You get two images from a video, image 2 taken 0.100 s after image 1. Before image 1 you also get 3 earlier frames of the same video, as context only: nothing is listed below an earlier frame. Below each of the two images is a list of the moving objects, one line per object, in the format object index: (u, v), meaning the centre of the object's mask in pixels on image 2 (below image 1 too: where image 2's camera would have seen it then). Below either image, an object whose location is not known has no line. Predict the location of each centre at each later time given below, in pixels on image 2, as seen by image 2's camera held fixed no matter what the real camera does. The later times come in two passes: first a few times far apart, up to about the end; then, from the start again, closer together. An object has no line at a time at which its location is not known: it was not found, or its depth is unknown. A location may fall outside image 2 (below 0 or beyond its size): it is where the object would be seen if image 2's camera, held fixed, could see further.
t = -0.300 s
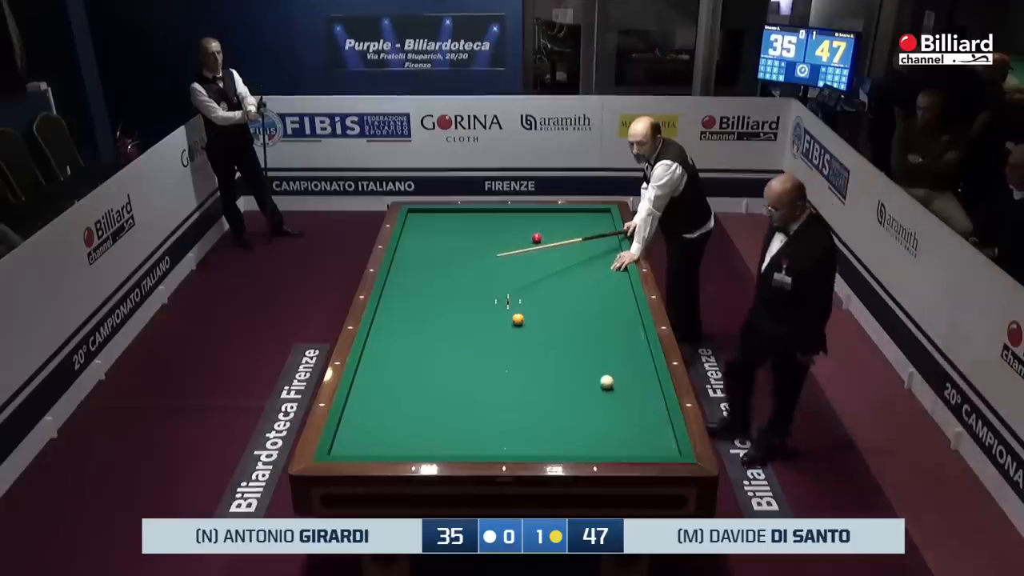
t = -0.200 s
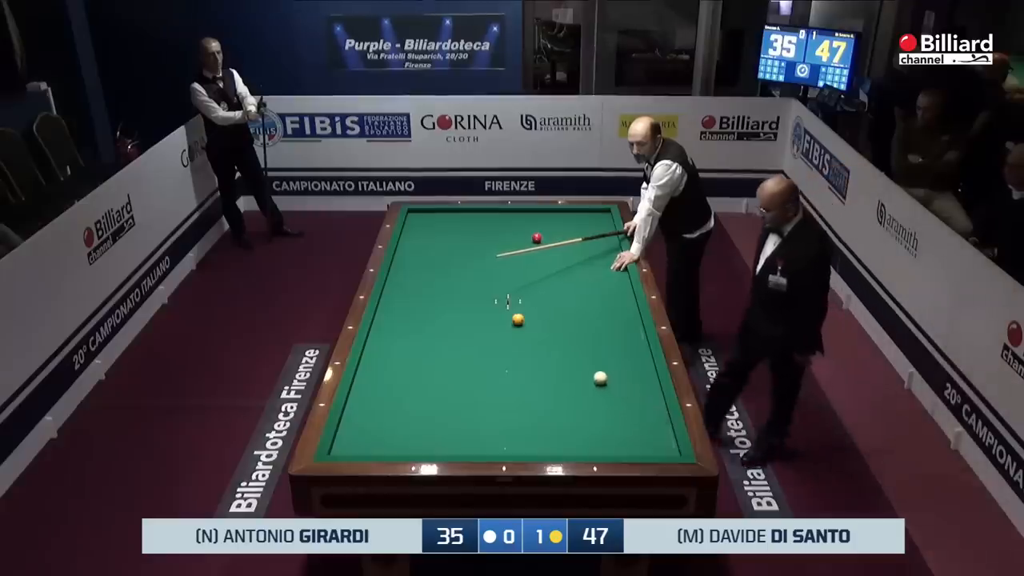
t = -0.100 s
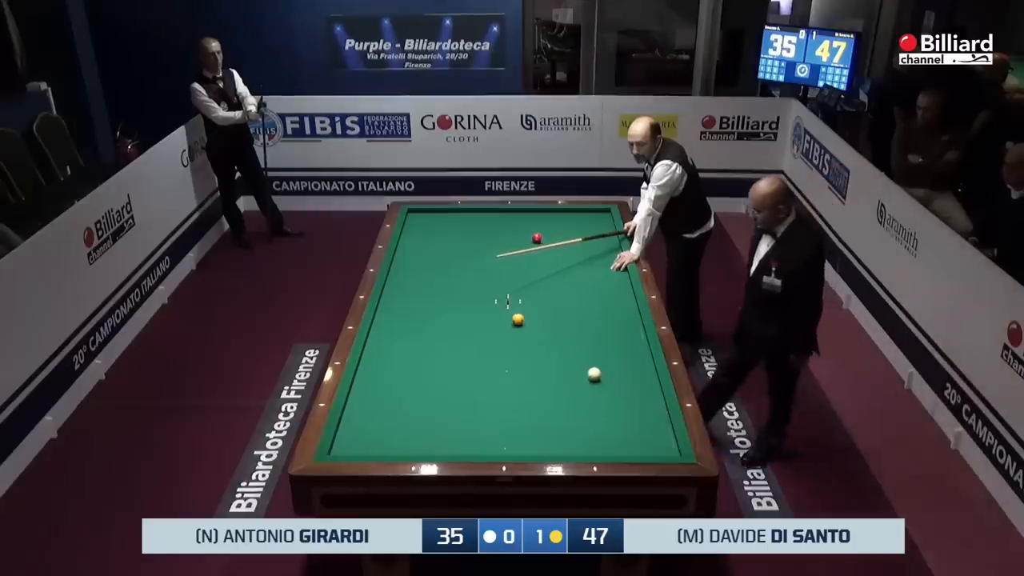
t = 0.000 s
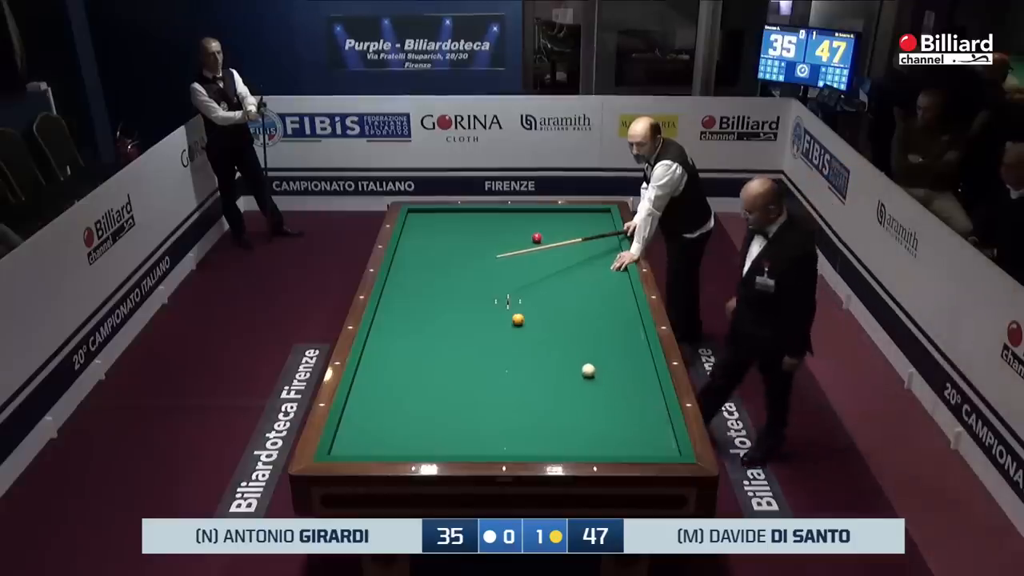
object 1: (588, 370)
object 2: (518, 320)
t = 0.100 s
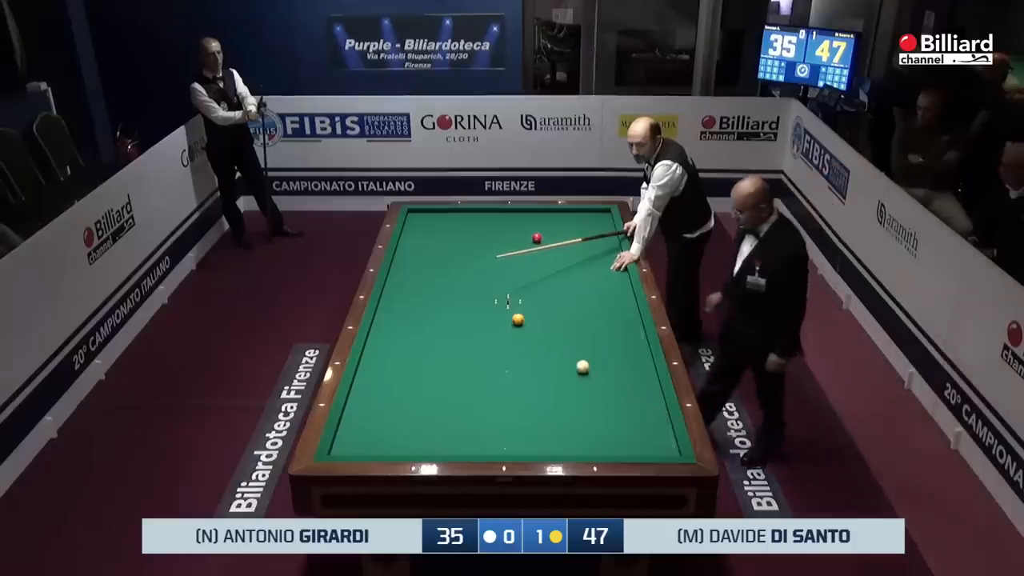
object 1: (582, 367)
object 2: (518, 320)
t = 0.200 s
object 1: (577, 363)
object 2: (518, 320)
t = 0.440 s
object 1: (564, 355)
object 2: (518, 320)
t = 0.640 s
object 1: (554, 349)
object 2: (518, 320)
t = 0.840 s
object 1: (544, 343)
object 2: (518, 320)
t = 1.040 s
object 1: (535, 337)
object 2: (518, 320)
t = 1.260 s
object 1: (525, 331)
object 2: (518, 319)
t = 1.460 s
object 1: (517, 326)
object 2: (518, 317)
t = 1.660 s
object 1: (508, 324)
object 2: (519, 317)
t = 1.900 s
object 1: (499, 322)
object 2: (518, 314)
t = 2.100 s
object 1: (492, 321)
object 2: (519, 312)
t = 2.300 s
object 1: (485, 320)
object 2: (519, 310)
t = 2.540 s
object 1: (477, 319)
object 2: (520, 307)
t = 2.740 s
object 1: (471, 318)
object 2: (520, 306)
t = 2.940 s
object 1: (465, 317)
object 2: (521, 304)
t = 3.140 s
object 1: (460, 316)
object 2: (521, 303)
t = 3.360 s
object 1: (454, 315)
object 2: (521, 301)
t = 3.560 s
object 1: (449, 314)
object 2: (522, 300)
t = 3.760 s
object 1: (445, 314)
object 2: (522, 299)
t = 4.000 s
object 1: (440, 313)
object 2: (522, 299)
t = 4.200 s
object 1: (437, 312)
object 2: (523, 298)
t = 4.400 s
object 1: (433, 312)
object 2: (523, 298)
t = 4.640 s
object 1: (430, 311)
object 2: (523, 298)
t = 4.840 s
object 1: (427, 311)
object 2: (523, 297)
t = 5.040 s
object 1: (425, 310)
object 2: (523, 298)
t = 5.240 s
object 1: (423, 310)
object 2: (523, 298)
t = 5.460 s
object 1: (421, 310)
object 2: (523, 298)
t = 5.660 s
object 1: (420, 309)
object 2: (523, 298)
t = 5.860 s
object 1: (419, 309)
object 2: (523, 298)
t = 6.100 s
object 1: (418, 309)
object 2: (523, 298)
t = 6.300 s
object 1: (418, 309)
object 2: (523, 298)
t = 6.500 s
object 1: (418, 309)
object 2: (523, 298)
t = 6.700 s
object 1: (418, 309)
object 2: (523, 298)
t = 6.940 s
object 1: (418, 309)
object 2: (523, 298)
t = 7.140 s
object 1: (418, 309)
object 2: (523, 298)
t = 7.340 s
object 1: (418, 309)
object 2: (523, 298)
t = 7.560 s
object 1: (418, 309)
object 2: (523, 298)
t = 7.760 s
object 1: (418, 309)
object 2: (523, 298)
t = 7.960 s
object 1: (418, 309)
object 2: (523, 298)
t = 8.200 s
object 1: (418, 309)
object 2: (523, 298)
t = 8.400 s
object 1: (418, 309)
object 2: (523, 298)
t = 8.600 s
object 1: (418, 309)
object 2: (523, 298)
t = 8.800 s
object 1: (418, 309)
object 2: (523, 298)
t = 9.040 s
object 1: (418, 309)
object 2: (523, 298)
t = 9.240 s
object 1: (418, 309)
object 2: (523, 298)
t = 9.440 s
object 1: (418, 309)
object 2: (523, 298)
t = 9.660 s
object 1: (418, 309)
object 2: (523, 298)
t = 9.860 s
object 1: (418, 309)
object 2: (523, 298)
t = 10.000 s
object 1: (418, 309)
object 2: (523, 298)
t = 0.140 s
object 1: (580, 365)
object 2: (518, 320)
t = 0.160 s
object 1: (579, 365)
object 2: (518, 320)
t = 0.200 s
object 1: (577, 363)
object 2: (518, 320)
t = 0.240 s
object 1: (575, 362)
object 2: (518, 320)
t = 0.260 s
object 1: (574, 361)
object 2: (518, 320)
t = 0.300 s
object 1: (571, 360)
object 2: (518, 320)
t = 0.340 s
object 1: (569, 359)
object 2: (518, 320)
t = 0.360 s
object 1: (568, 358)
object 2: (518, 320)
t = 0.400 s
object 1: (566, 356)
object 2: (518, 320)
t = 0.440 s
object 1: (564, 355)
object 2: (518, 320)
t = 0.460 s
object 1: (563, 355)
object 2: (518, 320)
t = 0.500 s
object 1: (561, 353)
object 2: (518, 320)
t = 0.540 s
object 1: (559, 352)
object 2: (518, 320)
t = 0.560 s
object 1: (558, 351)
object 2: (518, 320)
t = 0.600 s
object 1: (556, 350)
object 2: (518, 320)
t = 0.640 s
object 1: (554, 349)
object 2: (518, 320)
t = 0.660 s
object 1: (553, 348)
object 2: (518, 320)
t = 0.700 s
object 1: (551, 347)
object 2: (518, 320)
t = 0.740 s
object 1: (549, 346)
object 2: (518, 320)
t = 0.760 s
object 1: (548, 345)
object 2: (518, 320)
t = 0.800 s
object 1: (546, 344)
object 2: (518, 320)
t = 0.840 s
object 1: (544, 343)
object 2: (518, 320)
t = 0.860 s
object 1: (543, 342)
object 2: (518, 320)
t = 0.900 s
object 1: (541, 341)
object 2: (518, 320)
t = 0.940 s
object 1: (539, 340)
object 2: (518, 320)
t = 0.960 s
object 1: (539, 339)
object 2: (518, 320)
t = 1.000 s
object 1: (537, 338)
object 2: (518, 320)
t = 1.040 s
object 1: (535, 337)
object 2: (518, 320)
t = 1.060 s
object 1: (534, 336)
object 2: (518, 320)
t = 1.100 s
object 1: (532, 335)
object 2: (518, 320)
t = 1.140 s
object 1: (530, 334)
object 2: (518, 320)
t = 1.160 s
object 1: (530, 334)
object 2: (518, 320)
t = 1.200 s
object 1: (528, 333)
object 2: (518, 320)
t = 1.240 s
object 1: (526, 331)
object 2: (518, 319)
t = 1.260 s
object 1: (525, 331)
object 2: (518, 319)
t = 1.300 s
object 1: (524, 330)
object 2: (518, 319)
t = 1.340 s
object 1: (522, 329)
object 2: (518, 319)
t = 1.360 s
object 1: (521, 328)
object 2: (517, 318)
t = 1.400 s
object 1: (519, 327)
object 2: (518, 317)
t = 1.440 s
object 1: (518, 326)
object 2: (518, 317)
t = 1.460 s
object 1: (517, 326)
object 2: (518, 317)
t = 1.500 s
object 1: (515, 326)
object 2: (519, 317)
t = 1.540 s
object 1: (514, 325)
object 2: (519, 317)
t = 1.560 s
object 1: (513, 325)
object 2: (519, 317)
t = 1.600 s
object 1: (511, 325)
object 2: (519, 317)
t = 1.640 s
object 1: (509, 324)
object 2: (519, 317)
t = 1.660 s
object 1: (508, 324)
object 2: (519, 317)
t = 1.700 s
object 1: (507, 324)
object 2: (518, 316)
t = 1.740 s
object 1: (505, 324)
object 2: (518, 316)
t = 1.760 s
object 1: (505, 323)
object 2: (518, 315)
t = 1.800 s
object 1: (503, 323)
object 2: (518, 316)
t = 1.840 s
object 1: (502, 323)
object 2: (518, 315)
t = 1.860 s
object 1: (501, 323)
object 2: (518, 315)
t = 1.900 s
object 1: (499, 322)
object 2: (518, 314)
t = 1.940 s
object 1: (498, 322)
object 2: (519, 314)
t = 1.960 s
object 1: (497, 322)
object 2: (519, 313)
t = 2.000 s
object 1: (495, 322)
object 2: (519, 313)
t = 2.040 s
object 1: (494, 322)
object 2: (519, 313)
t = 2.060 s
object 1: (493, 322)
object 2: (519, 312)
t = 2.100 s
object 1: (492, 321)
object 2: (519, 312)
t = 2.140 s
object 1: (491, 321)
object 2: (519, 311)
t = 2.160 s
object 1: (490, 321)
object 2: (519, 311)
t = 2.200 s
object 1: (488, 321)
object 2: (519, 311)
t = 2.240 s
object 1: (487, 321)
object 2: (519, 310)
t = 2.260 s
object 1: (486, 321)
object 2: (519, 310)
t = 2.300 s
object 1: (485, 320)
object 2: (519, 310)
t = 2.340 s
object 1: (484, 320)
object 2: (519, 309)
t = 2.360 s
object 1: (483, 320)
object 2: (519, 309)
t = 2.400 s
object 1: (481, 320)
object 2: (520, 309)
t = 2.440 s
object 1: (480, 320)
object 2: (520, 308)
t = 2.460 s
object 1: (479, 319)
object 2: (520, 308)
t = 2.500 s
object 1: (478, 319)
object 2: (520, 308)
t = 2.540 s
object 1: (477, 319)
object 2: (520, 307)
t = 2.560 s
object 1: (476, 319)
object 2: (520, 307)
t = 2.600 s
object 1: (475, 319)
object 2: (520, 307)
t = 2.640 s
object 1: (474, 319)
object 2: (520, 307)
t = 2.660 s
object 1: (473, 318)
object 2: (520, 306)
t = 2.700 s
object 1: (472, 318)
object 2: (520, 306)
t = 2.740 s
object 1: (471, 318)
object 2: (520, 306)
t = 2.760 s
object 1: (470, 318)
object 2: (520, 306)
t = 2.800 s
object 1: (469, 318)
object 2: (520, 305)
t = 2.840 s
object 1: (468, 318)
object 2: (520, 305)
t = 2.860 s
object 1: (467, 317)
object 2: (520, 305)
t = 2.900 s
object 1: (466, 317)
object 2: (521, 304)
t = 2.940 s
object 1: (465, 317)
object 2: (521, 304)
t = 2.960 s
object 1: (464, 317)
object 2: (521, 304)
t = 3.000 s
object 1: (463, 317)
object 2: (521, 304)
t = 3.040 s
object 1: (462, 317)
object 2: (521, 303)
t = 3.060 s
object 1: (462, 317)
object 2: (521, 303)
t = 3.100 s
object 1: (461, 316)
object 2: (521, 303)
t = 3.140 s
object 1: (460, 316)
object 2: (521, 303)
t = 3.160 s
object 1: (459, 316)
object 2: (521, 302)
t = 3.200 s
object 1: (458, 316)
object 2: (521, 302)
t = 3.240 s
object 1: (457, 316)
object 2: (521, 302)
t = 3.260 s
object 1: (456, 316)
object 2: (521, 302)
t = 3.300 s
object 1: (455, 315)
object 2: (521, 302)
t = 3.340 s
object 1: (454, 315)
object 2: (521, 301)
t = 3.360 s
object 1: (454, 315)
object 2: (521, 301)
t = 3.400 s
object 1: (453, 315)
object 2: (521, 301)
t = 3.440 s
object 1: (452, 315)
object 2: (521, 301)
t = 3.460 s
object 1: (452, 315)
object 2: (521, 301)
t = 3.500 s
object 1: (451, 315)
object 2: (521, 301)
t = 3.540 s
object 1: (450, 315)
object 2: (522, 300)
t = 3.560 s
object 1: (449, 314)
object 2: (522, 300)
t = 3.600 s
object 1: (448, 314)
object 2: (522, 300)
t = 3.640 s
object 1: (448, 314)
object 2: (522, 300)
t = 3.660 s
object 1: (447, 314)
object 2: (522, 300)
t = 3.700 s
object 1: (446, 314)
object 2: (522, 300)
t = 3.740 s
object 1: (445, 314)
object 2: (522, 300)
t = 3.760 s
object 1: (445, 314)
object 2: (522, 299)
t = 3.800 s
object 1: (444, 314)
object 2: (522, 299)
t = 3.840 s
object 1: (443, 313)
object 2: (522, 299)
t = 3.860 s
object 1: (443, 313)
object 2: (522, 299)
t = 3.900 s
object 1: (442, 313)
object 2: (522, 299)
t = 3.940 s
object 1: (441, 313)
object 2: (522, 299)
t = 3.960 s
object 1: (441, 313)
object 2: (522, 299)
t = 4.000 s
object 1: (440, 313)
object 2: (522, 299)
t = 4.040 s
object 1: (439, 313)
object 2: (522, 299)
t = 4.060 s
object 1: (439, 313)
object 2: (523, 298)
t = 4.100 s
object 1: (438, 313)
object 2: (523, 298)
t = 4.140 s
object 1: (438, 313)
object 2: (523, 298)
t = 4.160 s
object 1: (437, 312)
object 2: (523, 298)
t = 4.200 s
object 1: (437, 312)
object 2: (523, 298)
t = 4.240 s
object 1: (436, 312)
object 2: (523, 298)
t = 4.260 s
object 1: (436, 312)
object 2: (523, 298)
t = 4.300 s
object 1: (435, 312)
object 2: (523, 298)
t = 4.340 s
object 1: (434, 312)
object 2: (523, 298)
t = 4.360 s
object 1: (434, 312)
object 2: (523, 298)
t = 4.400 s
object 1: (433, 312)
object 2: (523, 298)
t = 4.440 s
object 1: (433, 312)
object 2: (523, 298)
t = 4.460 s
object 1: (432, 312)
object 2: (523, 298)
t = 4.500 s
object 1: (432, 311)
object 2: (523, 298)
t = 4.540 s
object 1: (431, 311)
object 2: (523, 298)
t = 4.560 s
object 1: (431, 311)
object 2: (523, 298)
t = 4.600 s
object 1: (430, 311)
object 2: (523, 298)
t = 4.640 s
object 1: (430, 311)
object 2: (523, 298)
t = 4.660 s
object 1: (429, 311)
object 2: (523, 298)
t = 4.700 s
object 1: (429, 311)
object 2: (523, 298)
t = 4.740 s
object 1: (428, 311)
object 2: (523, 298)
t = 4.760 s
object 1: (428, 311)
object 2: (523, 298)
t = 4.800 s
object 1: (428, 311)
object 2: (523, 298)
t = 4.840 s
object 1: (427, 311)
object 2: (523, 297)
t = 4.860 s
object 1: (427, 311)
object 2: (523, 297)
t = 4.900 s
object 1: (426, 311)
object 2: (523, 297)
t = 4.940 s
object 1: (426, 311)
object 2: (523, 298)
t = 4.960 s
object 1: (426, 310)
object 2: (523, 298)
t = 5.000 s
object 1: (425, 310)
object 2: (523, 298)
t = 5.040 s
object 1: (425, 310)
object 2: (523, 298)
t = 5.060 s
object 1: (425, 310)
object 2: (523, 298)
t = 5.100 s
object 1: (424, 310)
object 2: (523, 298)
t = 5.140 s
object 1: (424, 310)
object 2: (523, 298)
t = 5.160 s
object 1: (424, 310)
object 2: (523, 298)
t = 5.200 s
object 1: (423, 310)
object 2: (523, 298)
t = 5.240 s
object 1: (423, 310)
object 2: (523, 298)
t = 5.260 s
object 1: (423, 310)
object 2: (523, 298)
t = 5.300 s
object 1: (422, 310)
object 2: (523, 298)
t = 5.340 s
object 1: (422, 310)
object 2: (523, 298)
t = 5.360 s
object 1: (422, 310)
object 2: (523, 298)
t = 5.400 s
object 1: (422, 310)
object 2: (523, 298)
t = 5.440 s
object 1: (421, 310)
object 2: (523, 298)
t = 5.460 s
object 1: (421, 310)
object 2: (523, 298)
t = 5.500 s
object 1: (421, 310)
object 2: (523, 298)
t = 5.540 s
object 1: (421, 310)
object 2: (523, 298)
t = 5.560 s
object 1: (421, 310)
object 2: (523, 298)
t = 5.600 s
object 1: (420, 309)
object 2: (523, 298)
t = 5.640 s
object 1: (420, 309)
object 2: (523, 298)
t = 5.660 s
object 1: (420, 309)
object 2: (523, 298)
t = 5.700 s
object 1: (420, 309)
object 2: (523, 298)
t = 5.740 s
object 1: (420, 309)
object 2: (523, 298)
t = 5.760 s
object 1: (419, 309)
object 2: (523, 298)
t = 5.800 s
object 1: (419, 309)
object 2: (523, 298)
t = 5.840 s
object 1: (419, 309)
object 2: (523, 298)
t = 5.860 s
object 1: (419, 309)
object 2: (523, 298)
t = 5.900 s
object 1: (419, 309)
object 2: (523, 298)
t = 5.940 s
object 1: (418, 309)
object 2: (523, 298)
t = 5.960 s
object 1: (418, 309)
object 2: (523, 298)
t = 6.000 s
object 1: (418, 309)
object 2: (523, 298)
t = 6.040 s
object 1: (418, 309)
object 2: (523, 298)
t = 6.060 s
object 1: (418, 309)
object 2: (523, 298)
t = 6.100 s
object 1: (418, 309)
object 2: (523, 298)
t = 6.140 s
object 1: (418, 309)
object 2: (523, 298)
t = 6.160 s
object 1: (418, 309)
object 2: (523, 298)
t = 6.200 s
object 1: (418, 309)
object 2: (523, 298)
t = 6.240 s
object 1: (418, 309)
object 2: (523, 298)
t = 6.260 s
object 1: (418, 309)
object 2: (523, 298)
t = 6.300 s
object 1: (418, 309)
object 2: (523, 298)
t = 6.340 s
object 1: (418, 309)
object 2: (523, 298)
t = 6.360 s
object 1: (418, 309)
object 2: (523, 298)
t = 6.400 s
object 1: (418, 309)
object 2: (523, 298)
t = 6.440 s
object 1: (418, 309)
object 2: (523, 298)
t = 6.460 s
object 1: (418, 309)
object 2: (523, 298)
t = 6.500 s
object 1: (418, 309)
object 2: (523, 298)
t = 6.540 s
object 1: (418, 309)
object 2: (523, 298)
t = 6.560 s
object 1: (418, 309)
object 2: (523, 298)
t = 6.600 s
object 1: (418, 309)
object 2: (523, 298)
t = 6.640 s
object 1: (418, 309)
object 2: (523, 298)
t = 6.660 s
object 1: (418, 309)
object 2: (523, 298)
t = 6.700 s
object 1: (418, 309)
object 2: (523, 298)
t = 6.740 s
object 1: (418, 309)
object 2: (523, 298)
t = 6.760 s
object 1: (418, 309)
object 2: (523, 298)
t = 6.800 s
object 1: (418, 309)
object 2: (523, 298)
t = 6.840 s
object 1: (417, 309)
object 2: (523, 298)
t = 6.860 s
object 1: (418, 309)
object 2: (523, 298)
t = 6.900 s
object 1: (418, 309)
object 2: (523, 298)
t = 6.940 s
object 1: (418, 309)
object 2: (523, 298)
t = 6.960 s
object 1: (418, 309)
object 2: (523, 298)
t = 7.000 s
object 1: (418, 309)
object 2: (523, 298)
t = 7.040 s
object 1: (418, 309)
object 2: (523, 298)
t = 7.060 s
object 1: (418, 309)
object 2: (523, 298)
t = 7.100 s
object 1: (418, 309)
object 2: (523, 298)
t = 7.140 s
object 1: (418, 309)
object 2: (523, 298)
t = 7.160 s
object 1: (418, 309)
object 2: (523, 298)
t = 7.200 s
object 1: (418, 309)
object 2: (523, 298)
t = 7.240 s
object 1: (418, 309)
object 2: (523, 298)
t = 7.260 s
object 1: (418, 309)
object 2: (523, 298)
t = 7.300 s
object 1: (418, 309)
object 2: (523, 298)
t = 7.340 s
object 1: (418, 309)
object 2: (523, 298)
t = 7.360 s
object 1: (418, 309)
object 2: (523, 298)
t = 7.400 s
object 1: (418, 309)
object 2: (523, 298)
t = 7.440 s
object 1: (418, 309)
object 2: (523, 298)
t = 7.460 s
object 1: (418, 309)
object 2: (523, 298)
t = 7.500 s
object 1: (418, 309)
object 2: (523, 298)
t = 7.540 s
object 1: (418, 309)
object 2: (523, 298)
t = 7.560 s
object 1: (418, 309)
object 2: (523, 298)
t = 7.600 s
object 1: (418, 309)
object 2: (523, 298)
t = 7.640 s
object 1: (418, 309)
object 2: (523, 298)
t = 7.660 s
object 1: (418, 309)
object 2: (523, 298)
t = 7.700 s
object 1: (418, 309)
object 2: (523, 298)
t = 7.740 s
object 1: (418, 309)
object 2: (523, 298)
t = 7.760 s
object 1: (418, 309)
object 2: (523, 298)
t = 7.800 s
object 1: (418, 309)
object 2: (523, 298)
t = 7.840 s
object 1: (418, 309)
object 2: (523, 298)
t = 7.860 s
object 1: (418, 309)
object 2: (523, 298)
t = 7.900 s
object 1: (418, 309)
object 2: (523, 298)
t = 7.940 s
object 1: (418, 309)
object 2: (523, 298)
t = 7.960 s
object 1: (418, 309)
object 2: (523, 298)
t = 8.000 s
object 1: (418, 309)
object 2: (523, 298)
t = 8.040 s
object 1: (418, 309)
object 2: (523, 298)
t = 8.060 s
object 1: (418, 309)
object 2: (523, 298)
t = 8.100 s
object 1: (418, 309)
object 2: (523, 298)
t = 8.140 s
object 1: (418, 309)
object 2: (523, 298)
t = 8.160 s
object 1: (418, 309)
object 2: (523, 298)
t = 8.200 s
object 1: (418, 309)
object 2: (523, 298)
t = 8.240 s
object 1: (418, 309)
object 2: (523, 298)
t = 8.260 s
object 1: (418, 309)
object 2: (523, 298)
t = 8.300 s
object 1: (418, 309)
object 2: (523, 298)
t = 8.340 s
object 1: (418, 309)
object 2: (523, 298)
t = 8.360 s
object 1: (418, 309)
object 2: (523, 298)
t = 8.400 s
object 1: (418, 309)
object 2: (523, 298)
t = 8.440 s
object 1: (418, 309)
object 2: (523, 298)
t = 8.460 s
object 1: (418, 309)
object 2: (523, 298)
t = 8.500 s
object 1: (418, 309)
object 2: (523, 298)
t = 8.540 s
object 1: (418, 309)
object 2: (523, 298)
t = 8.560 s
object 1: (418, 309)
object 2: (523, 298)
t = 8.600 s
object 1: (418, 309)
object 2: (523, 298)
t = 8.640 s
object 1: (418, 309)
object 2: (523, 298)
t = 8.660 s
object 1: (418, 309)
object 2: (523, 298)
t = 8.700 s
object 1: (418, 309)
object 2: (523, 298)
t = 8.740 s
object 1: (418, 309)
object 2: (523, 298)
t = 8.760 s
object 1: (418, 309)
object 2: (523, 298)
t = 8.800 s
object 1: (418, 309)
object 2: (523, 298)
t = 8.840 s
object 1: (418, 309)
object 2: (523, 298)
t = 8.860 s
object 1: (418, 309)
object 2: (523, 298)
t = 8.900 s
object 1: (418, 309)
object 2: (523, 298)
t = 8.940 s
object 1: (418, 309)
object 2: (523, 298)
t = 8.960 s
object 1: (418, 309)
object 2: (523, 298)
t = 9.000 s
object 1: (418, 309)
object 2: (523, 298)
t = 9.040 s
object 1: (418, 309)
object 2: (523, 298)
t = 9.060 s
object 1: (418, 309)
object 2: (523, 298)
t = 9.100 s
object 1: (418, 309)
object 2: (523, 298)
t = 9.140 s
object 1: (418, 309)
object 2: (523, 298)
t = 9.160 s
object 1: (418, 309)
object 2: (523, 298)
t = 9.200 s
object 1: (418, 309)
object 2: (523, 298)
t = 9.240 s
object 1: (418, 309)
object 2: (523, 298)
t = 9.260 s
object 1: (418, 309)
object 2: (523, 298)
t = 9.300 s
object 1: (418, 309)
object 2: (523, 298)
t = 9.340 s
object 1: (418, 309)
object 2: (523, 298)
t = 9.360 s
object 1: (418, 309)
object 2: (523, 298)
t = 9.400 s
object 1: (418, 309)
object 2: (523, 298)
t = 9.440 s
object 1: (418, 309)
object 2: (523, 298)
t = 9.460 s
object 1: (418, 309)
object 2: (523, 298)
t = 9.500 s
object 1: (418, 309)
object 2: (523, 298)
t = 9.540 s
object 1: (418, 309)
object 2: (523, 298)
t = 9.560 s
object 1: (418, 309)
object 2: (523, 298)
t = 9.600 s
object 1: (418, 309)
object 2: (523, 298)
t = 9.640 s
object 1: (418, 309)
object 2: (523, 298)
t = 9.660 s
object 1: (418, 309)
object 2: (523, 298)
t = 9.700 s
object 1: (418, 309)
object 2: (523, 298)
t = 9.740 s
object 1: (418, 309)
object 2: (523, 298)
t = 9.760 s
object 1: (418, 309)
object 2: (523, 298)
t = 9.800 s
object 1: (418, 309)
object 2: (523, 298)
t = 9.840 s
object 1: (418, 309)
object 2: (523, 298)
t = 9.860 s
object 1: (418, 309)
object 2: (523, 298)
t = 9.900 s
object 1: (418, 309)
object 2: (523, 298)
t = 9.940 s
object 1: (418, 309)
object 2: (523, 298)
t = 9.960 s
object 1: (418, 309)
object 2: (523, 298)
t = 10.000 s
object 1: (418, 309)
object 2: (523, 298)
